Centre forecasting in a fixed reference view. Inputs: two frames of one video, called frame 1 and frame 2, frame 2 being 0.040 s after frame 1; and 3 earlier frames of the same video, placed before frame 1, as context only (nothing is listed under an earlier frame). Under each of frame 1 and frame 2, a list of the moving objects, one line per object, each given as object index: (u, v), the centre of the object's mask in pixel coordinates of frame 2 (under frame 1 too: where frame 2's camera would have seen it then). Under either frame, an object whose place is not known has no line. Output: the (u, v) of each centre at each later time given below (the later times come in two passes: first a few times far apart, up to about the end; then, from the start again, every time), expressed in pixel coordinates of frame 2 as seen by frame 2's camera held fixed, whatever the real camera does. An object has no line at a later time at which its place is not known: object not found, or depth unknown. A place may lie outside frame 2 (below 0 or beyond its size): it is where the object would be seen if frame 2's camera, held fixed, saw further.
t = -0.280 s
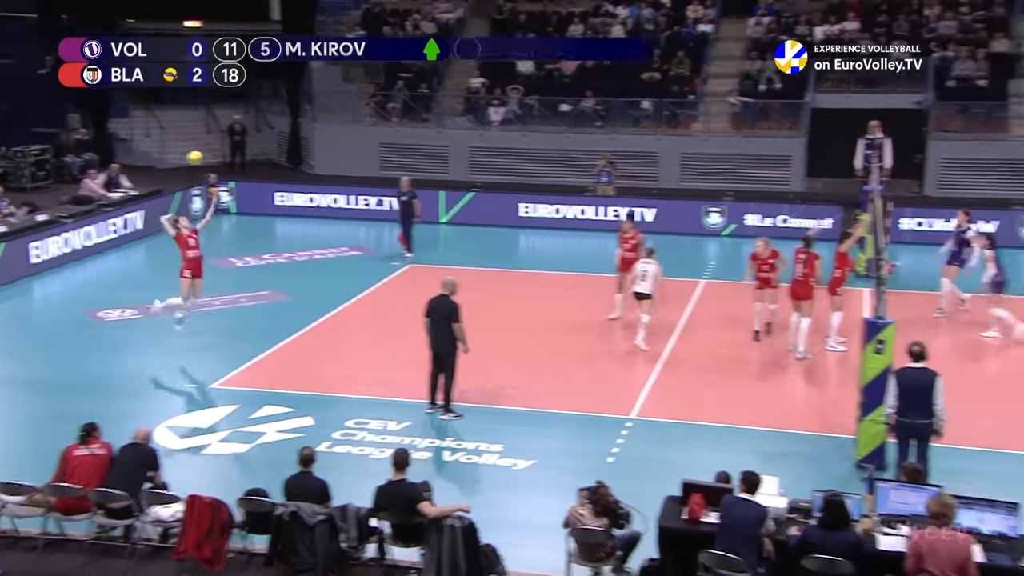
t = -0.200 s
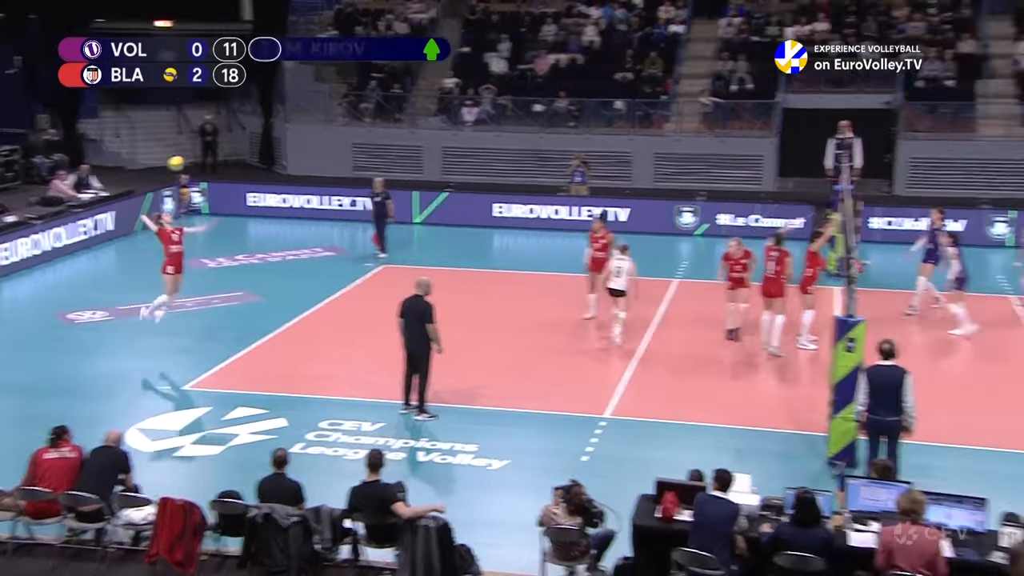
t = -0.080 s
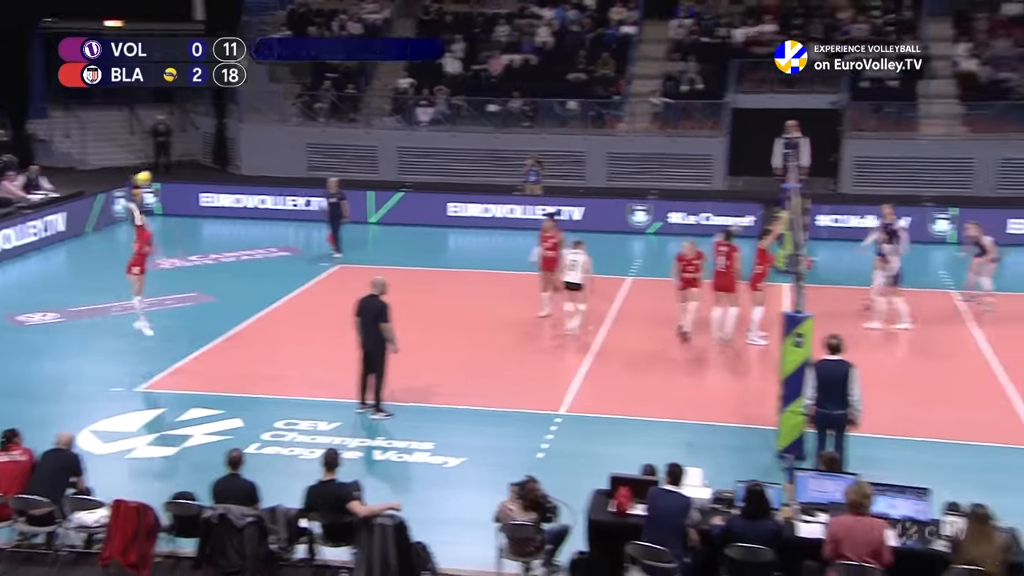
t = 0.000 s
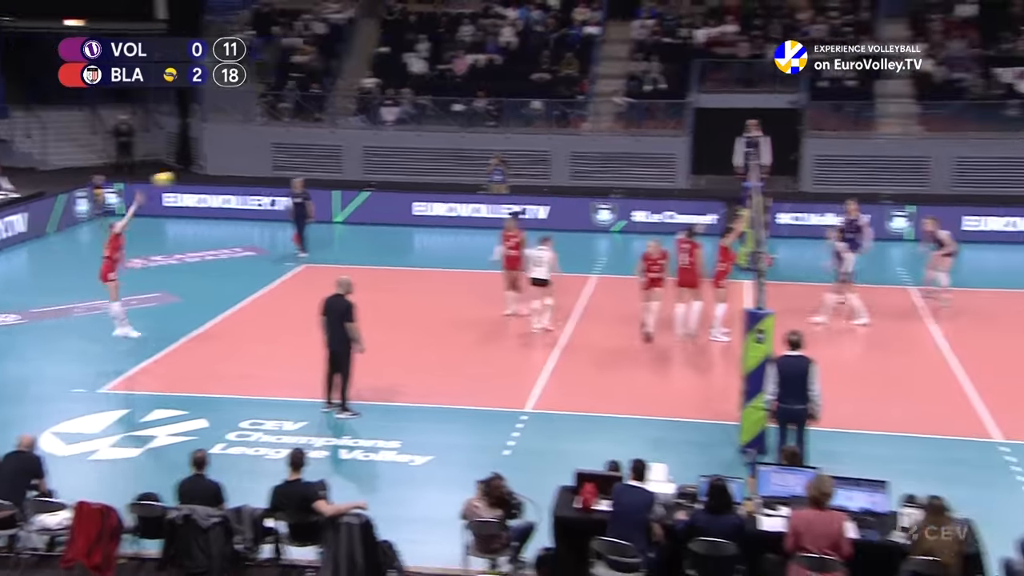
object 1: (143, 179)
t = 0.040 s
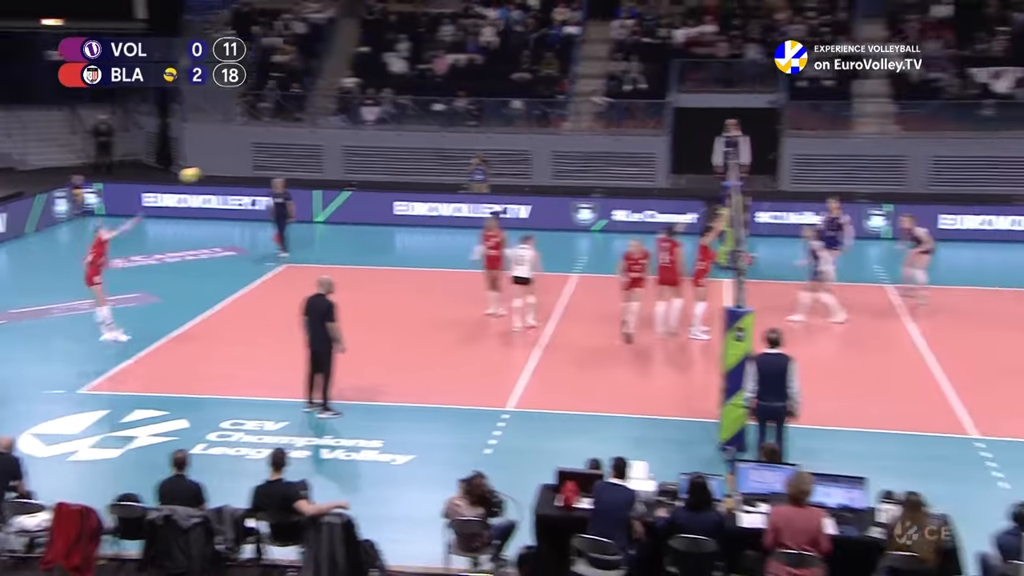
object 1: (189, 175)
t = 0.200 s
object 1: (373, 165)
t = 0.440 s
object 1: (642, 187)
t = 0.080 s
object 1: (236, 171)
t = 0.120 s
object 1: (282, 169)
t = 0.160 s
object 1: (327, 166)
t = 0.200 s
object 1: (373, 165)
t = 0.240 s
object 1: (418, 165)
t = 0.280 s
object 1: (462, 168)
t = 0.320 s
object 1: (507, 170)
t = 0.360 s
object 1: (552, 174)
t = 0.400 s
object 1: (597, 181)
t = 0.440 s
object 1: (642, 187)
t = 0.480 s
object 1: (687, 194)
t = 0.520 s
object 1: (731, 200)
